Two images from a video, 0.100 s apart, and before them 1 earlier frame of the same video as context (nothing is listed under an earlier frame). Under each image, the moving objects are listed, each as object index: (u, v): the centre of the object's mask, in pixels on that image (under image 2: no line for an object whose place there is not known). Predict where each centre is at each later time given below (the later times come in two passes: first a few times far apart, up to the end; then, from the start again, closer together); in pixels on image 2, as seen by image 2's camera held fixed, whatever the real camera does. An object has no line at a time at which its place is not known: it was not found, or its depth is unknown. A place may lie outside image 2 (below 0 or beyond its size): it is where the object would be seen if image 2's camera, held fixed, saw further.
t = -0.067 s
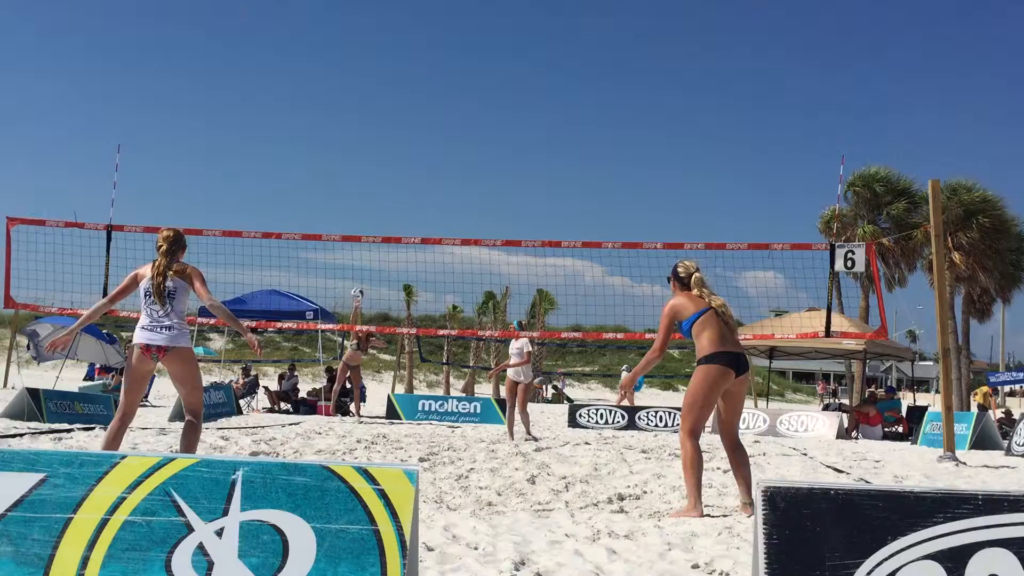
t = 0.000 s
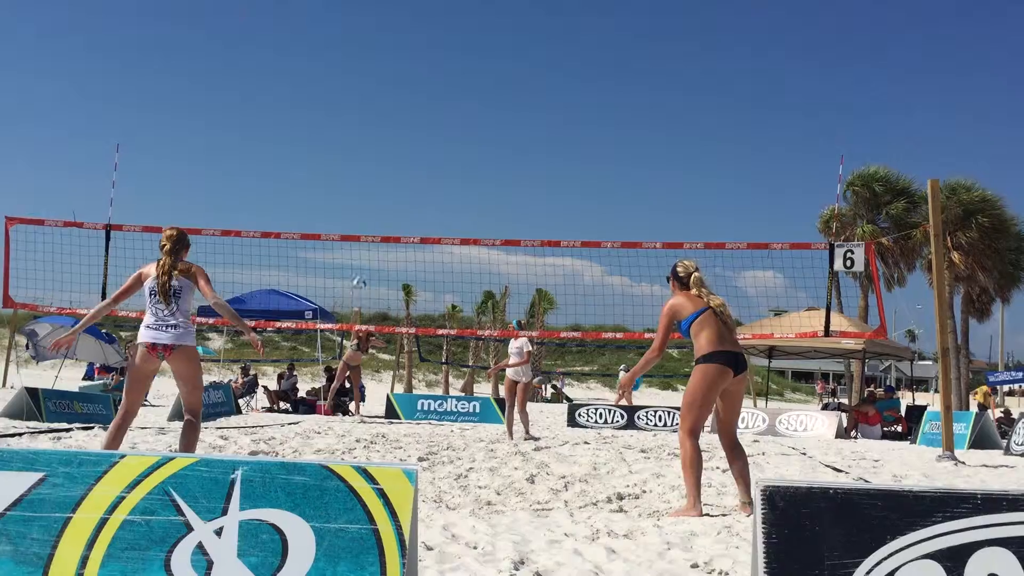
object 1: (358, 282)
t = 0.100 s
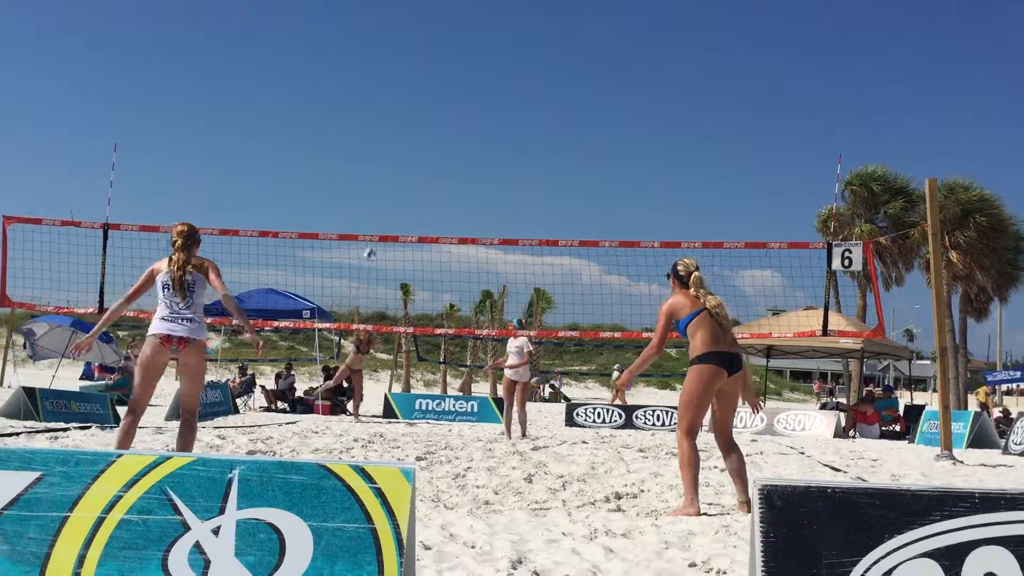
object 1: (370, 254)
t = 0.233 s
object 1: (388, 220)
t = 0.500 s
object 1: (441, 166)
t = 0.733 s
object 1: (503, 141)
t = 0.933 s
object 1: (581, 160)
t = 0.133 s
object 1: (373, 246)
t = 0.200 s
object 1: (382, 228)
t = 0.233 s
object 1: (388, 220)
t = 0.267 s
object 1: (394, 214)
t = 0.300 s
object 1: (399, 205)
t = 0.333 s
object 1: (406, 197)
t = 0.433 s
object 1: (427, 177)
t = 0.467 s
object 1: (434, 171)
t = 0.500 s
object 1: (441, 166)
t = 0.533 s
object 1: (450, 161)
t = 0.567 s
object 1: (458, 156)
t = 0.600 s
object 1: (466, 152)
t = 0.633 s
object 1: (475, 148)
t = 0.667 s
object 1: (484, 145)
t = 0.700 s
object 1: (492, 143)
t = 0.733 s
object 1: (503, 141)
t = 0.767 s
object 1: (515, 141)
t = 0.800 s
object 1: (526, 141)
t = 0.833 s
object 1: (538, 142)
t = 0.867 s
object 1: (552, 146)
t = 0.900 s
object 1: (567, 152)
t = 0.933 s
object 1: (581, 160)
